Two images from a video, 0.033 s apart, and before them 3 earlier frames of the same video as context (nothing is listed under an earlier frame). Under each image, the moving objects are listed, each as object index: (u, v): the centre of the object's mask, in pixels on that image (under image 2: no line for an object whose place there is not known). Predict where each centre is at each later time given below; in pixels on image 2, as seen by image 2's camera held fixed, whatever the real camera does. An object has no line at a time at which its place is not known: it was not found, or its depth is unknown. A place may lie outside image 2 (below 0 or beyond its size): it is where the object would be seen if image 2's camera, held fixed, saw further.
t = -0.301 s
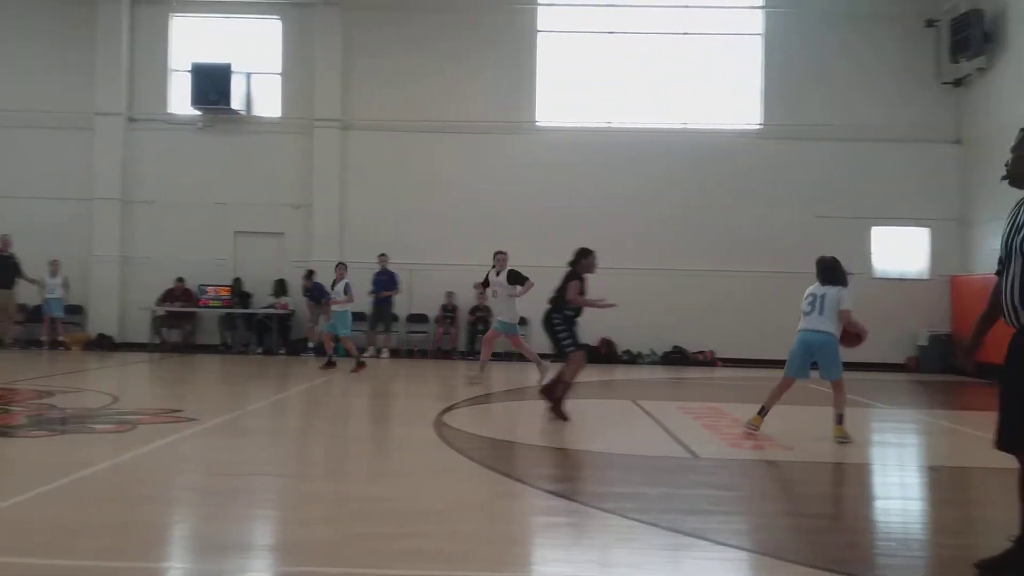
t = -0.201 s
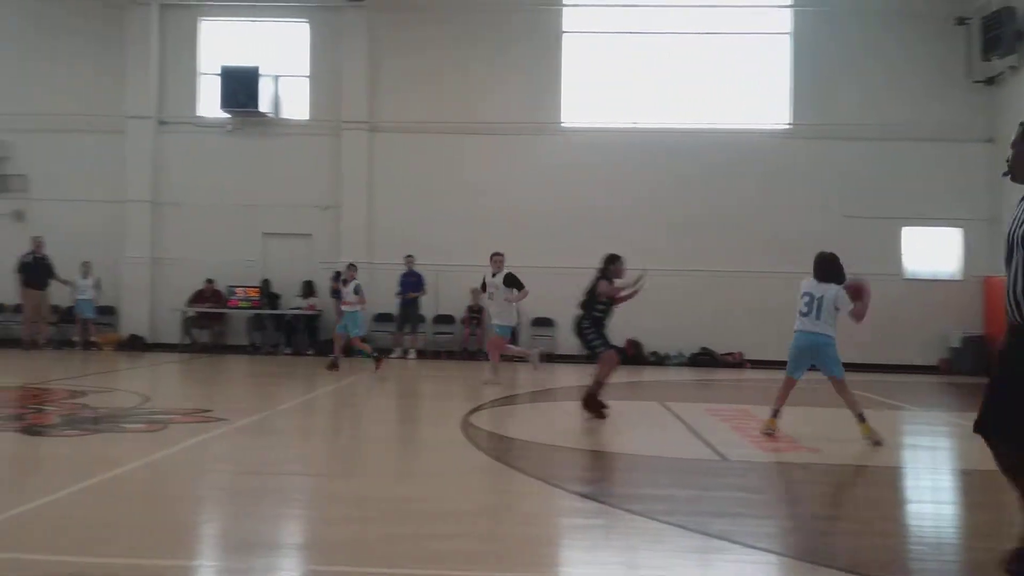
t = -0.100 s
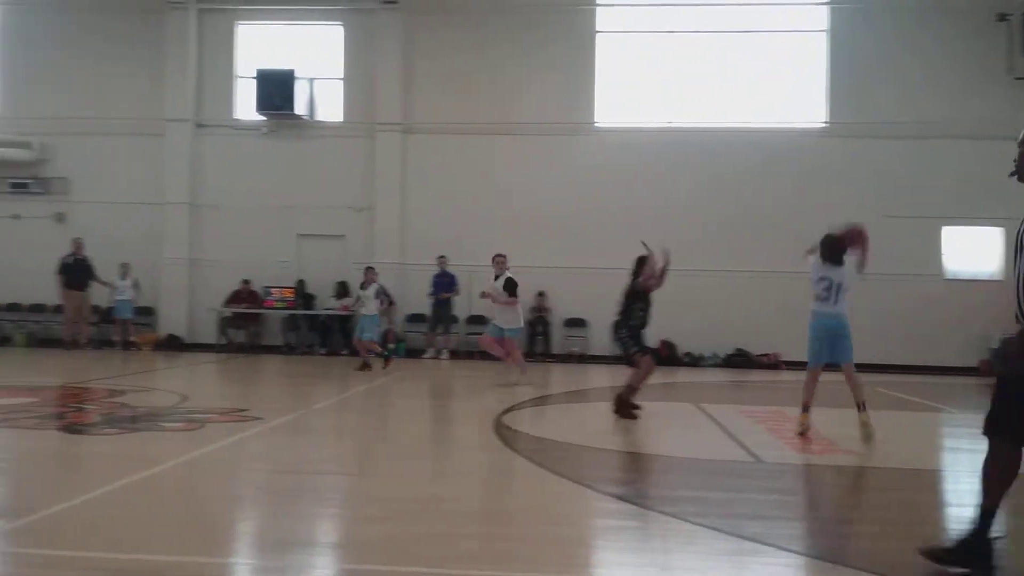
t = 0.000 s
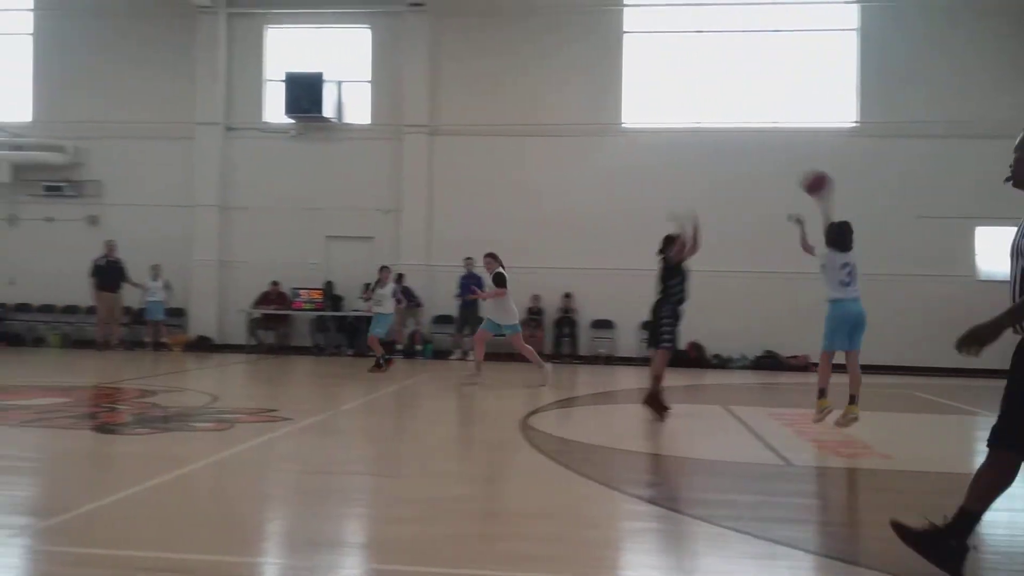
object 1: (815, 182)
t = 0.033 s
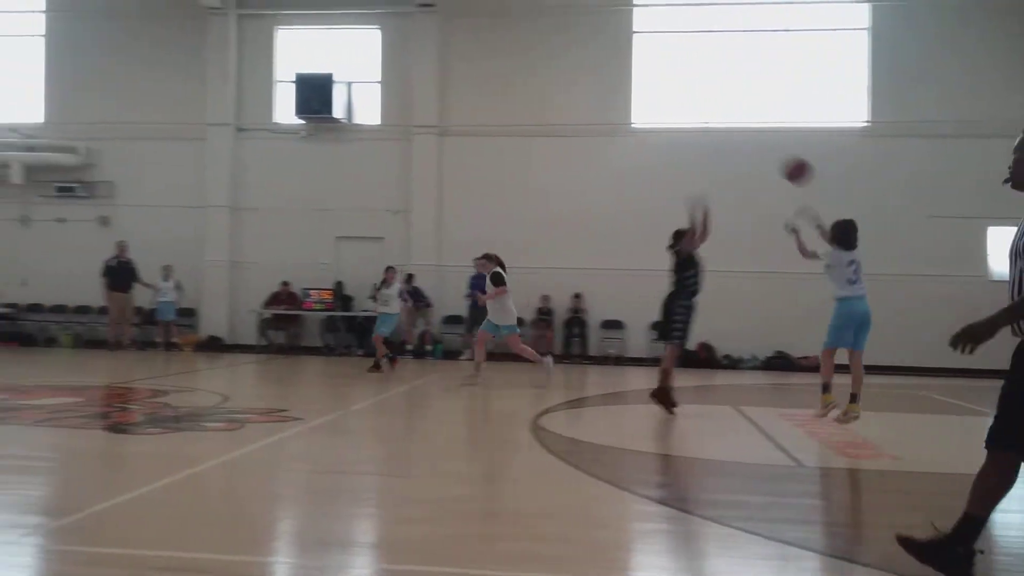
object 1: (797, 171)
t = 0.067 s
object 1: (767, 158)
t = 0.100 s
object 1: (739, 149)
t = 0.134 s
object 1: (711, 141)
